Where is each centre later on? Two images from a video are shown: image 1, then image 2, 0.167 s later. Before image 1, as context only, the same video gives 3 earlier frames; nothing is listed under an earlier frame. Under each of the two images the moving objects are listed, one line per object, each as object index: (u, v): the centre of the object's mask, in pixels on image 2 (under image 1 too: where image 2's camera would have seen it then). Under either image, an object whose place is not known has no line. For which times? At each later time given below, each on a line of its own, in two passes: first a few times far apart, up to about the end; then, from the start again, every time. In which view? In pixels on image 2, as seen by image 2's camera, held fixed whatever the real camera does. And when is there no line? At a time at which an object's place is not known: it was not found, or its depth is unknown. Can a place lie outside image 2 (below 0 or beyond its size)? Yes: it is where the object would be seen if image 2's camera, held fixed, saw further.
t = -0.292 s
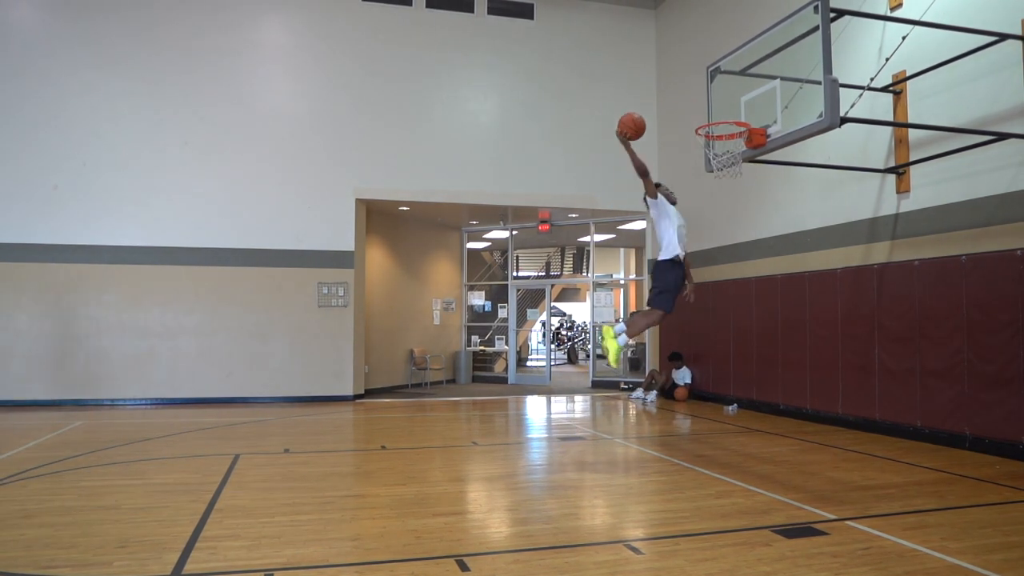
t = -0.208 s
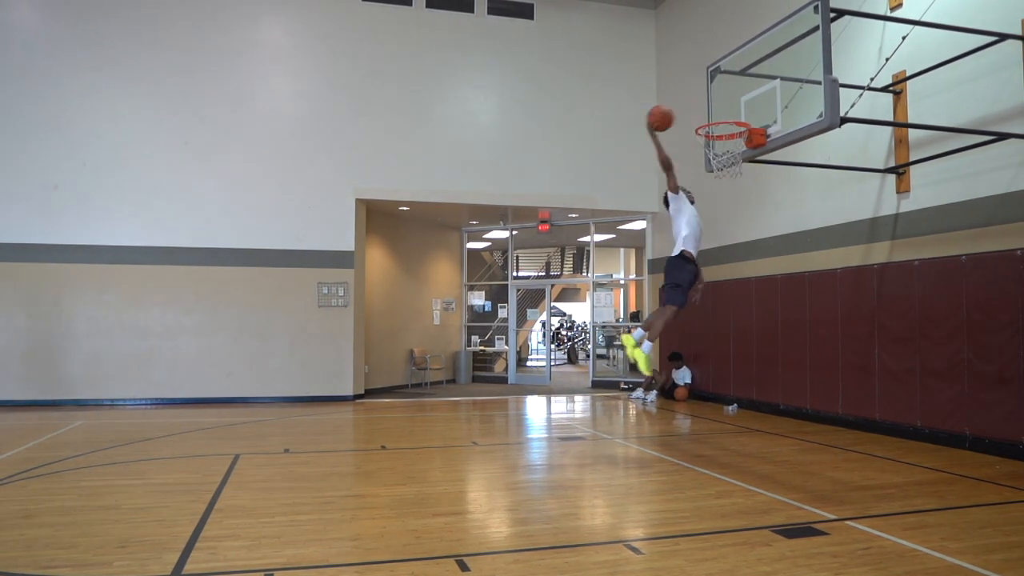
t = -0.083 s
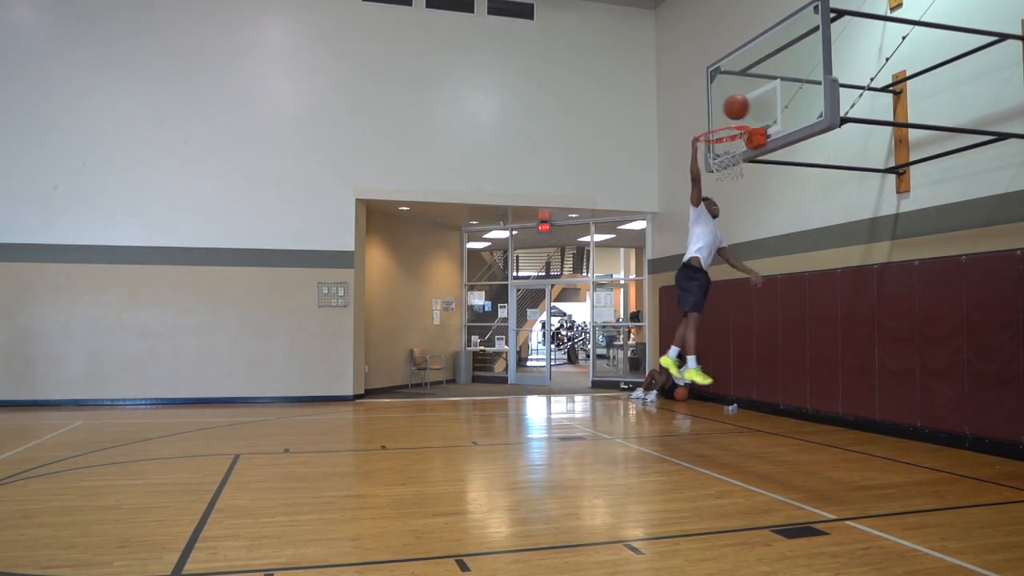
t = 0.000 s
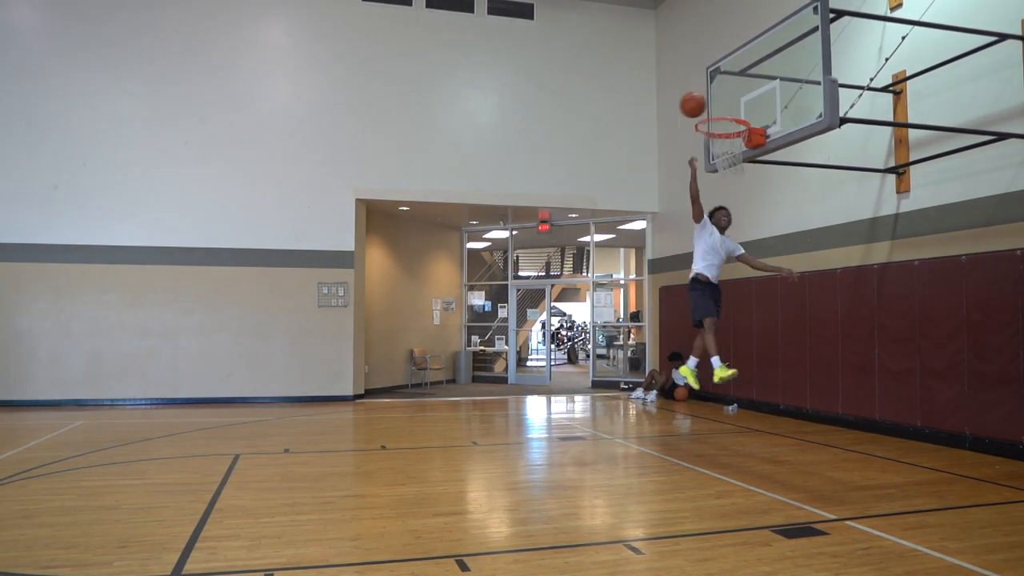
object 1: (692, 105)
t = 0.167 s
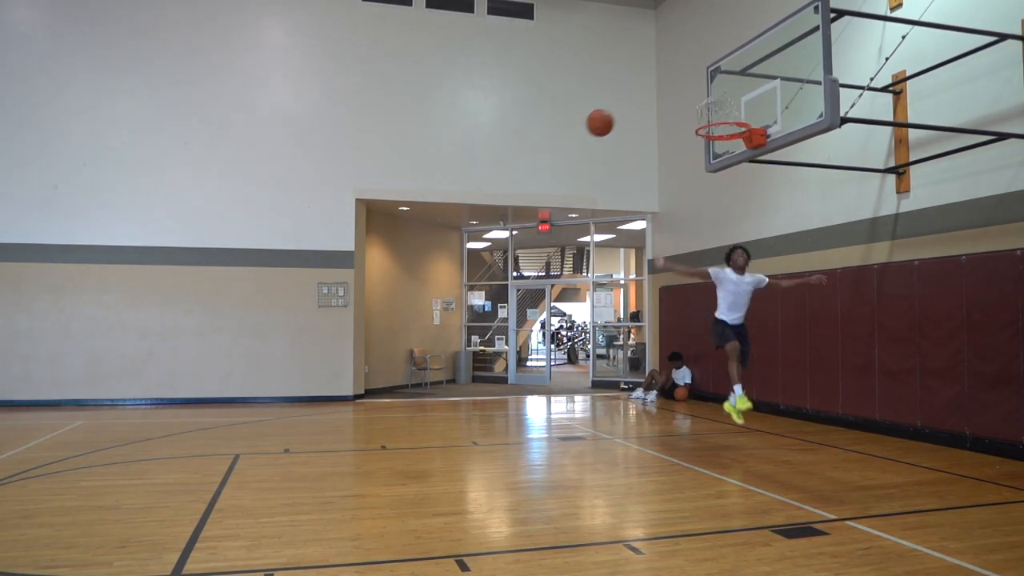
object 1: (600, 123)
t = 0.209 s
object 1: (575, 132)
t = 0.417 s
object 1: (443, 217)
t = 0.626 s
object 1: (301, 369)
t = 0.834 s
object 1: (185, 415)
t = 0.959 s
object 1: (137, 340)
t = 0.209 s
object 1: (575, 132)
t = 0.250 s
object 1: (550, 144)
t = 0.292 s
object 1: (524, 159)
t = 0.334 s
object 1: (497, 175)
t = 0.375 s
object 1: (470, 195)
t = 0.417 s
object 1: (443, 217)
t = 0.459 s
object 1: (416, 241)
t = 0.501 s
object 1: (387, 269)
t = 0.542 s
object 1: (359, 300)
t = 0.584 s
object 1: (329, 333)
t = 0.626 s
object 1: (301, 369)
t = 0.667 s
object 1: (271, 409)
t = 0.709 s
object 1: (242, 450)
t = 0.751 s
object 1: (216, 475)
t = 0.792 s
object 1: (200, 444)
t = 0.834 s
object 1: (185, 415)
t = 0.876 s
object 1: (169, 388)
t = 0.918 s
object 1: (153, 362)
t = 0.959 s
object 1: (137, 340)
